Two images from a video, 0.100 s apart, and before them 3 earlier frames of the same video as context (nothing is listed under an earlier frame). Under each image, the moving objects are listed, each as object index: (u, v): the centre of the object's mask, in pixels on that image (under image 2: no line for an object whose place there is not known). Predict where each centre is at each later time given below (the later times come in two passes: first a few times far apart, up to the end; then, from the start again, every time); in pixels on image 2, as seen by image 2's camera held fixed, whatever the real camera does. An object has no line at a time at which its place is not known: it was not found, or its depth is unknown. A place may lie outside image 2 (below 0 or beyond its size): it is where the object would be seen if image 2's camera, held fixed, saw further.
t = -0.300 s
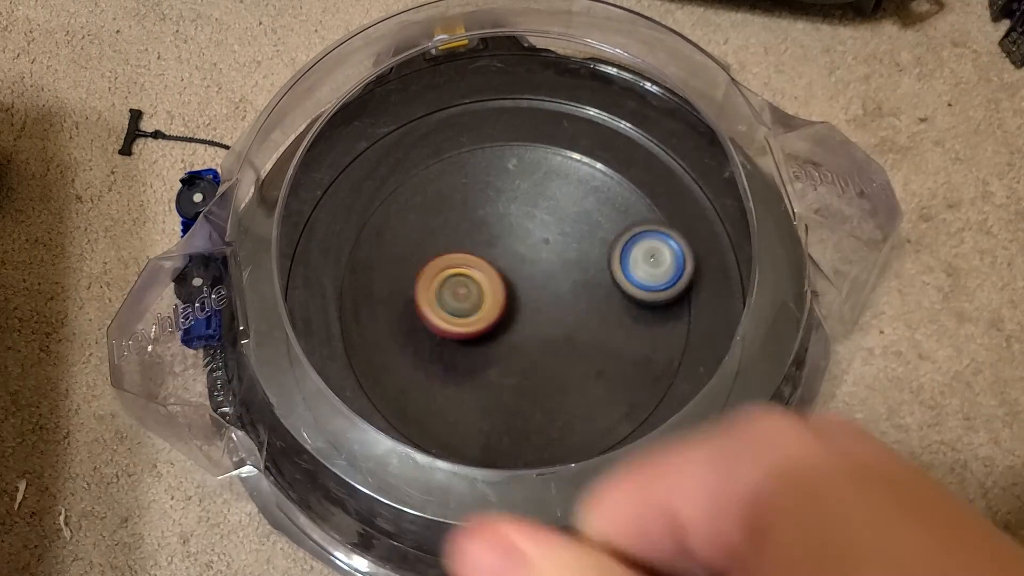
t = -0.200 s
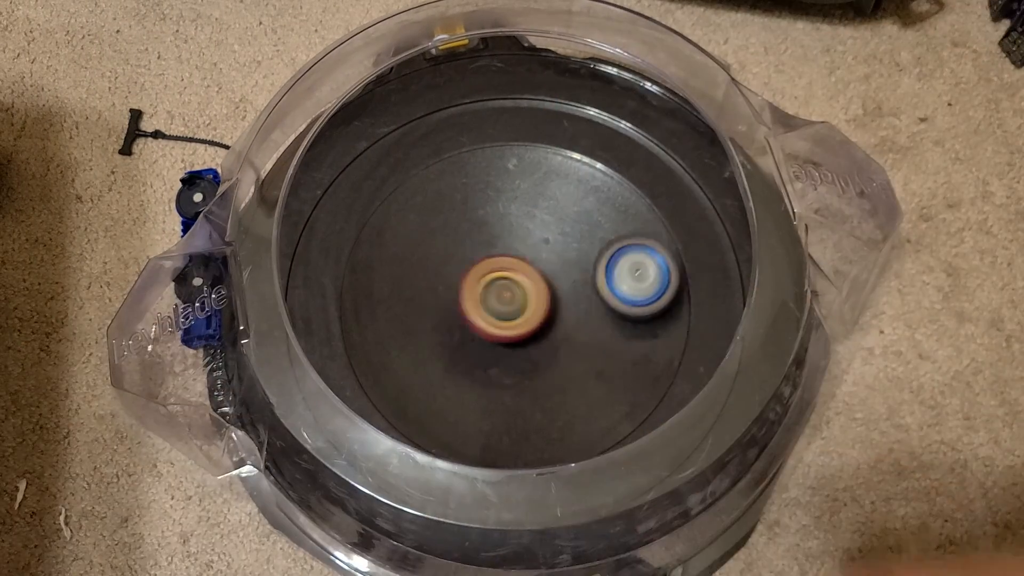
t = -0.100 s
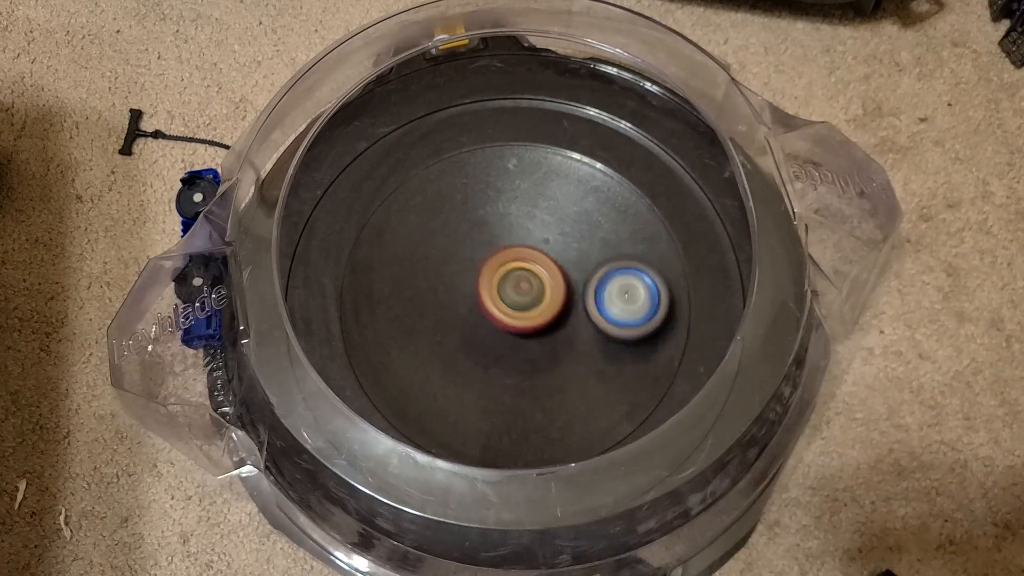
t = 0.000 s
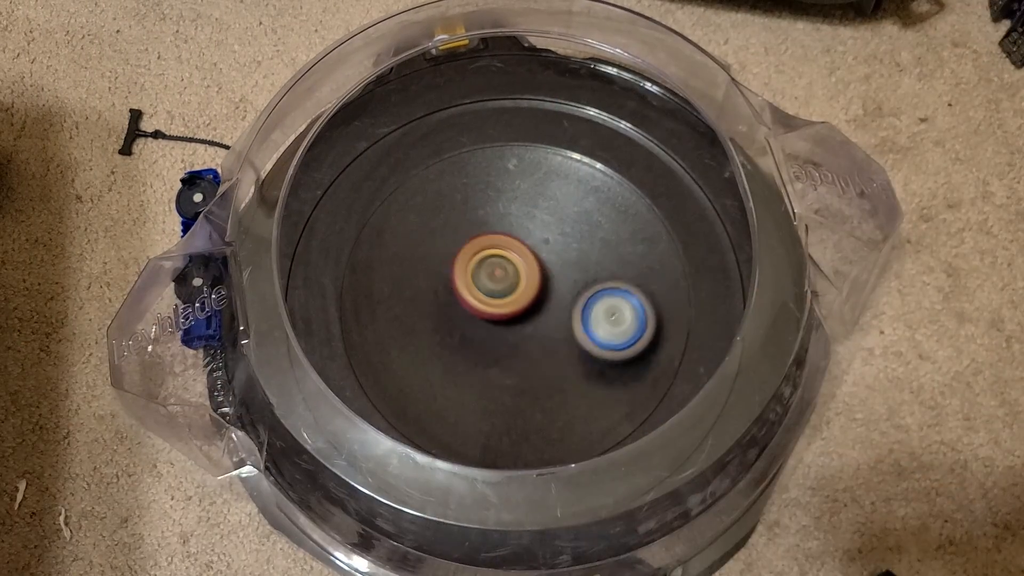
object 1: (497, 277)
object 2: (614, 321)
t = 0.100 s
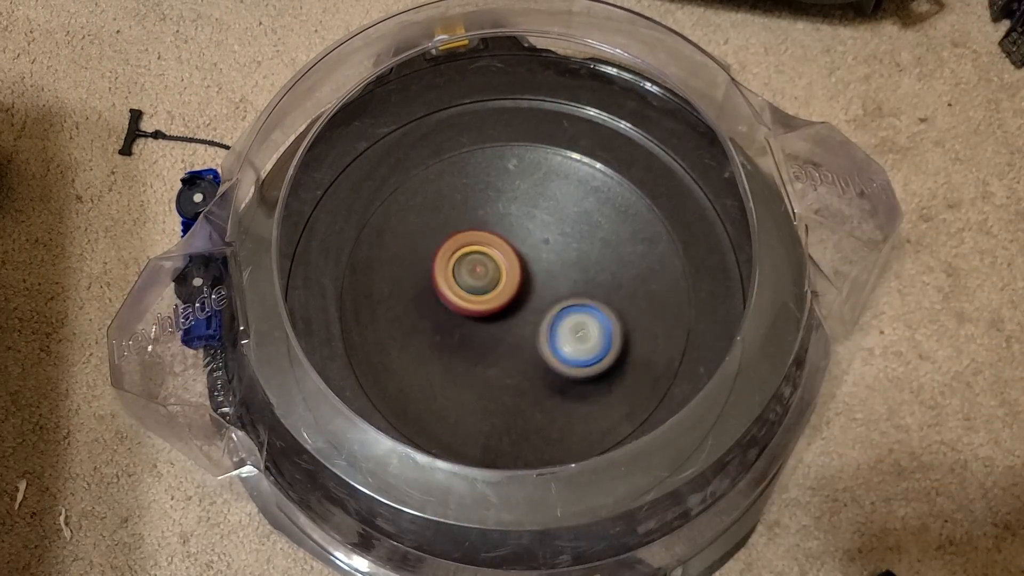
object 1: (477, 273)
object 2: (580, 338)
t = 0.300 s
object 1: (462, 267)
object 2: (509, 356)
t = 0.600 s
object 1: (500, 248)
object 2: (494, 347)
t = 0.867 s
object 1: (552, 242)
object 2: (490, 349)
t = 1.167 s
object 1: (549, 252)
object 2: (486, 325)
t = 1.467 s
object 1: (556, 270)
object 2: (463, 325)
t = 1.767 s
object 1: (576, 267)
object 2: (465, 315)
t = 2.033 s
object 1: (554, 255)
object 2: (488, 318)
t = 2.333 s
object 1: (573, 292)
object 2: (476, 319)
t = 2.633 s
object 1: (570, 262)
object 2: (497, 316)
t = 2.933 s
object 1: (544, 231)
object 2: (500, 343)
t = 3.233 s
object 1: (547, 247)
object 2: (502, 328)
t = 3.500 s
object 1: (570, 271)
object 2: (495, 320)
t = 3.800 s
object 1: (590, 331)
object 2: (469, 290)
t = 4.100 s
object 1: (514, 347)
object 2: (505, 268)
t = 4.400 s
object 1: (476, 332)
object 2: (532, 269)
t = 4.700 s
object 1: (520, 380)
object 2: (560, 262)
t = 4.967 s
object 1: (506, 365)
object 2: (526, 275)
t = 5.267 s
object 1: (434, 312)
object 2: (525, 273)
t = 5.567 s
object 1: (465, 338)
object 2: (531, 284)
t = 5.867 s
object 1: (498, 351)
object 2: (530, 276)
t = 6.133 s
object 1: (444, 321)
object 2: (529, 277)
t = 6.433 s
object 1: (421, 232)
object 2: (533, 298)
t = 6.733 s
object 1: (452, 255)
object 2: (539, 332)
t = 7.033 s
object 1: (505, 266)
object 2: (550, 346)
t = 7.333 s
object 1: (510, 213)
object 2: (532, 334)
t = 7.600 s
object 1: (466, 206)
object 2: (539, 343)
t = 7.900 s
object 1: (538, 236)
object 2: (527, 331)
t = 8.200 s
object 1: (607, 288)
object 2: (516, 318)
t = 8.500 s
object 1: (581, 373)
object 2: (499, 291)
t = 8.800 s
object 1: (497, 352)
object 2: (501, 274)
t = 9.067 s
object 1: (534, 343)
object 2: (498, 234)
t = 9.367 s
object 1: (516, 351)
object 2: (506, 270)
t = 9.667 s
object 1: (462, 362)
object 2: (509, 265)
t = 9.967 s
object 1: (431, 288)
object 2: (531, 279)
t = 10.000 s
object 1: (428, 278)
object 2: (533, 280)
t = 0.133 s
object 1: (473, 275)
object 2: (565, 342)
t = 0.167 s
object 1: (471, 278)
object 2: (550, 344)
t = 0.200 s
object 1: (470, 281)
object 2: (534, 345)
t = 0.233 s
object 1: (465, 275)
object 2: (526, 352)
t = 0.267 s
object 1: (462, 270)
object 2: (517, 356)
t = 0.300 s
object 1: (462, 267)
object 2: (509, 356)
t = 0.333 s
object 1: (464, 267)
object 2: (501, 352)
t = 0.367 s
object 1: (466, 262)
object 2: (497, 353)
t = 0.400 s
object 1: (468, 255)
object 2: (495, 354)
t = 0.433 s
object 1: (472, 250)
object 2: (493, 353)
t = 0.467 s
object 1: (476, 247)
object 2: (493, 351)
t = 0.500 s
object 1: (481, 247)
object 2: (492, 348)
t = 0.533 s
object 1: (486, 248)
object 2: (493, 345)
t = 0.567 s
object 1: (492, 252)
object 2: (493, 341)
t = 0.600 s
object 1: (500, 248)
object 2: (494, 347)
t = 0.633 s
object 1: (508, 242)
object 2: (494, 350)
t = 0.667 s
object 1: (515, 238)
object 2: (495, 351)
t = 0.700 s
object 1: (522, 237)
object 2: (496, 349)
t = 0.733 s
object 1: (527, 239)
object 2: (497, 346)
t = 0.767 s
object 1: (532, 243)
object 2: (498, 342)
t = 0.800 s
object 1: (536, 250)
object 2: (499, 338)
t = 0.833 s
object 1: (543, 250)
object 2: (496, 340)
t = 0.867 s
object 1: (552, 242)
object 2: (490, 349)
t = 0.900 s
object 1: (559, 235)
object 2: (485, 353)
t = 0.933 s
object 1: (563, 232)
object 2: (481, 354)
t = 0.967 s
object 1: (565, 230)
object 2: (480, 351)
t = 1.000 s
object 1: (565, 230)
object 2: (480, 346)
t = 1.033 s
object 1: (563, 233)
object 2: (482, 341)
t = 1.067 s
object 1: (559, 238)
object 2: (485, 335)
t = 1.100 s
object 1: (554, 246)
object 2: (488, 328)
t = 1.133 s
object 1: (548, 253)
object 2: (490, 323)
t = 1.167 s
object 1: (549, 252)
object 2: (486, 325)
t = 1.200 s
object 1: (548, 253)
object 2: (483, 326)
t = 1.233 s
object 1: (547, 256)
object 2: (481, 325)
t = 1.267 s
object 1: (544, 260)
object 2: (480, 324)
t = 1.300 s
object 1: (545, 262)
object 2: (476, 324)
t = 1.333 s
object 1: (544, 266)
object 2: (474, 324)
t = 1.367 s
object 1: (547, 267)
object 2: (470, 325)
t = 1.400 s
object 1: (552, 267)
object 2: (465, 327)
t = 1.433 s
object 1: (555, 268)
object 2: (463, 326)
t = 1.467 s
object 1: (556, 270)
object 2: (463, 325)
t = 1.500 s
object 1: (555, 274)
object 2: (464, 323)
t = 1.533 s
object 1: (554, 279)
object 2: (466, 320)
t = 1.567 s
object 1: (551, 284)
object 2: (468, 318)
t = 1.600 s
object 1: (560, 282)
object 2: (460, 320)
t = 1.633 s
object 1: (569, 280)
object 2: (456, 320)
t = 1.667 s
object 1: (574, 277)
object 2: (454, 320)
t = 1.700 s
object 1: (577, 274)
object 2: (456, 319)
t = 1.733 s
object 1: (578, 270)
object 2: (460, 317)
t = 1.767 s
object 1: (576, 267)
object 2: (465, 315)
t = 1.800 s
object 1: (572, 264)
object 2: (472, 312)
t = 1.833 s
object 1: (566, 264)
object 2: (479, 310)
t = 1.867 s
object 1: (560, 263)
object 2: (484, 309)
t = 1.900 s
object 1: (561, 257)
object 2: (482, 312)
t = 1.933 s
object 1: (562, 254)
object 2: (482, 314)
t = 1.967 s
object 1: (561, 253)
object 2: (484, 316)
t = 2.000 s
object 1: (558, 253)
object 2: (486, 317)
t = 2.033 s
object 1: (554, 255)
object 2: (488, 318)
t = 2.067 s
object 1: (552, 257)
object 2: (489, 319)
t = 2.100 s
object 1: (551, 258)
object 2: (488, 322)
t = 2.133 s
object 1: (550, 261)
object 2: (488, 324)
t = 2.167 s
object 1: (552, 266)
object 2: (484, 324)
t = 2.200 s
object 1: (556, 272)
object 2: (480, 324)
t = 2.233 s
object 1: (559, 279)
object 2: (479, 323)
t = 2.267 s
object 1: (561, 286)
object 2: (479, 321)
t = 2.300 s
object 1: (567, 290)
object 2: (476, 320)
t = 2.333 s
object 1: (573, 292)
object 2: (476, 319)
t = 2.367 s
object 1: (575, 293)
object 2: (478, 317)
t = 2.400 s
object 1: (576, 294)
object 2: (481, 317)
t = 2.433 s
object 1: (574, 294)
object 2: (486, 314)
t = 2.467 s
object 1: (577, 290)
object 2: (484, 315)
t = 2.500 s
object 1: (580, 285)
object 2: (483, 316)
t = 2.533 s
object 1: (581, 278)
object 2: (484, 316)
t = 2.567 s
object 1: (580, 272)
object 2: (488, 315)
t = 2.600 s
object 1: (576, 267)
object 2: (492, 316)
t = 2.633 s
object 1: (570, 262)
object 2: (497, 316)
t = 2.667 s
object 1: (566, 257)
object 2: (499, 319)
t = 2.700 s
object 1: (564, 251)
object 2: (499, 322)
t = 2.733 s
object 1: (561, 247)
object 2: (500, 325)
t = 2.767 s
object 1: (556, 245)
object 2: (502, 327)
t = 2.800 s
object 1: (551, 244)
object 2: (504, 327)
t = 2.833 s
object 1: (545, 246)
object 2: (506, 328)
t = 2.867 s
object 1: (542, 246)
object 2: (506, 330)
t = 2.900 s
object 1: (543, 237)
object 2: (503, 338)
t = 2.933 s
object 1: (544, 231)
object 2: (500, 343)
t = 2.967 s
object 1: (544, 228)
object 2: (500, 346)
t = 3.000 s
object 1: (544, 226)
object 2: (500, 344)
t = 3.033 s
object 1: (544, 227)
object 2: (501, 342)
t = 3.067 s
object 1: (544, 230)
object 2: (502, 339)
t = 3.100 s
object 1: (543, 234)
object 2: (503, 334)
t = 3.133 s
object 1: (541, 240)
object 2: (505, 330)
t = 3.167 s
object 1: (541, 245)
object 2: (505, 327)
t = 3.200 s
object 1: (544, 246)
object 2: (503, 327)
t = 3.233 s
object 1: (547, 247)
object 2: (502, 328)
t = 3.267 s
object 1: (549, 250)
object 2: (502, 328)
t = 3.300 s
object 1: (556, 248)
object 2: (496, 331)
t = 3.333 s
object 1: (563, 245)
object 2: (490, 333)
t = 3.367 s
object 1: (566, 240)
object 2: (488, 332)
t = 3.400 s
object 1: (568, 238)
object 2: (488, 331)
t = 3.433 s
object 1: (570, 243)
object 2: (490, 327)
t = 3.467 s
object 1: (570, 255)
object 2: (493, 323)
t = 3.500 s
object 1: (570, 271)
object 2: (495, 320)
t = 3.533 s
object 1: (577, 271)
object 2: (489, 320)
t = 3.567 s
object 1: (583, 273)
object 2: (485, 319)
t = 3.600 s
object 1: (587, 281)
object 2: (484, 317)
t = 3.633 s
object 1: (589, 293)
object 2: (485, 313)
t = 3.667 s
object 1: (585, 296)
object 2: (487, 309)
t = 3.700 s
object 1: (581, 305)
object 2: (490, 305)
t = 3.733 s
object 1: (578, 315)
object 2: (489, 300)
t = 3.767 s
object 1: (585, 322)
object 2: (477, 295)
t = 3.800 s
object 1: (590, 331)
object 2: (469, 290)
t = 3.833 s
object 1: (591, 337)
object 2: (465, 285)
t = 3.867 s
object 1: (589, 343)
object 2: (466, 282)
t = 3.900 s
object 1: (585, 349)
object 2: (469, 279)
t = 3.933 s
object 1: (578, 352)
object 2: (474, 276)
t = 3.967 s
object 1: (569, 354)
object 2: (480, 274)
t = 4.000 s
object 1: (557, 355)
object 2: (487, 272)
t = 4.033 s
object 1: (544, 354)
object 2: (493, 270)
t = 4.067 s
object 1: (529, 350)
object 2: (499, 270)
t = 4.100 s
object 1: (514, 347)
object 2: (505, 268)
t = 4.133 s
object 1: (498, 351)
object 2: (510, 263)
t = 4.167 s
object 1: (484, 353)
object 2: (515, 259)
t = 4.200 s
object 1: (473, 353)
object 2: (518, 258)
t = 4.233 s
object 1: (465, 352)
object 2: (521, 259)
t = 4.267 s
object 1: (460, 350)
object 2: (524, 260)
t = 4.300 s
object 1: (459, 346)
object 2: (526, 263)
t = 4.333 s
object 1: (462, 342)
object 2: (528, 265)
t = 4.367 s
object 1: (468, 337)
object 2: (530, 268)
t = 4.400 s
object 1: (476, 332)
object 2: (532, 269)
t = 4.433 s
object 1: (476, 344)
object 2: (543, 255)
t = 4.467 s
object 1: (476, 356)
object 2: (552, 245)
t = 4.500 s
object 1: (480, 365)
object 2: (558, 238)
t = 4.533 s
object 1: (485, 373)
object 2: (562, 236)
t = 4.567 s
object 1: (491, 378)
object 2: (564, 238)
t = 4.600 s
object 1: (498, 382)
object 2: (565, 242)
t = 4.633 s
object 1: (506, 383)
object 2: (564, 247)
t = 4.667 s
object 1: (513, 382)
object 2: (563, 254)
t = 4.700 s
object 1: (520, 380)
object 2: (560, 262)
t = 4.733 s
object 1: (525, 375)
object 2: (556, 269)
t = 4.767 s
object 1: (529, 368)
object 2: (551, 277)
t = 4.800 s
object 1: (531, 360)
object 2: (546, 283)
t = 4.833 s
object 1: (529, 363)
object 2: (541, 281)
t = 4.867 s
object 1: (526, 367)
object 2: (537, 278)
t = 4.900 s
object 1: (520, 369)
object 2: (533, 275)
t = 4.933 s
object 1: (514, 368)
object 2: (529, 274)
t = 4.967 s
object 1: (506, 365)
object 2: (526, 275)
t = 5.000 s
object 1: (498, 361)
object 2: (524, 276)
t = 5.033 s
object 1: (490, 354)
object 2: (521, 276)
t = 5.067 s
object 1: (481, 347)
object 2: (521, 276)
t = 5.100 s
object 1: (471, 342)
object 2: (521, 274)
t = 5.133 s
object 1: (462, 335)
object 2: (520, 273)
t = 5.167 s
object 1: (454, 328)
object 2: (520, 273)
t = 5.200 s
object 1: (448, 319)
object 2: (520, 275)
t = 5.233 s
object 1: (445, 312)
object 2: (519, 277)
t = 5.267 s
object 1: (434, 312)
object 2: (525, 273)
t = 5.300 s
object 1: (425, 315)
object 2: (533, 268)
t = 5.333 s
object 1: (418, 318)
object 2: (538, 266)
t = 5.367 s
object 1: (415, 321)
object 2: (541, 266)
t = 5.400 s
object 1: (416, 325)
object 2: (541, 267)
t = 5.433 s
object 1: (420, 329)
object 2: (539, 270)
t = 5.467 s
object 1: (427, 333)
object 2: (538, 273)
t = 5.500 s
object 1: (437, 336)
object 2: (535, 278)
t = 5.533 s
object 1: (450, 338)
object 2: (533, 280)
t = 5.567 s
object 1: (465, 338)
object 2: (531, 284)
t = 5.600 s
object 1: (476, 342)
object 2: (533, 280)
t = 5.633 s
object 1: (482, 347)
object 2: (535, 278)
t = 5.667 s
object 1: (488, 350)
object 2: (536, 277)
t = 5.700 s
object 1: (494, 350)
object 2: (535, 278)
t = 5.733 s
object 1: (499, 349)
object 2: (534, 277)
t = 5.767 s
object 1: (501, 352)
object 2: (534, 276)
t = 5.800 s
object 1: (501, 354)
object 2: (534, 274)
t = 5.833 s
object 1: (500, 353)
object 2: (532, 275)
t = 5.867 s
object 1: (498, 351)
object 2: (530, 276)
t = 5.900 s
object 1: (493, 354)
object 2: (531, 272)
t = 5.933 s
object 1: (487, 354)
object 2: (530, 271)
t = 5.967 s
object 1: (480, 351)
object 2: (529, 273)
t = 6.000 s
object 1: (474, 345)
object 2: (528, 275)
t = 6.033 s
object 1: (469, 338)
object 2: (527, 277)
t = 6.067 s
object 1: (460, 333)
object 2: (528, 275)
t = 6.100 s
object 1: (451, 328)
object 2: (529, 275)
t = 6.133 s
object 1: (444, 321)
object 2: (529, 277)
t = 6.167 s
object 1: (438, 313)
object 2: (528, 278)
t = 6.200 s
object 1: (434, 304)
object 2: (527, 280)
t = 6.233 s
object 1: (431, 294)
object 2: (526, 282)
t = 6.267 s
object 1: (431, 283)
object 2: (524, 284)
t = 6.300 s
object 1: (433, 272)
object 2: (523, 287)
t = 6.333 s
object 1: (429, 261)
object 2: (528, 290)
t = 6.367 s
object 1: (425, 249)
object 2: (532, 293)
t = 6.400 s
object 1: (423, 240)
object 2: (534, 296)
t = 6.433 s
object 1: (421, 232)
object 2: (533, 298)
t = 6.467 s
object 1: (422, 227)
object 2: (531, 301)
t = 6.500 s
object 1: (424, 224)
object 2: (529, 304)
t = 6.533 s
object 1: (427, 224)
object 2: (527, 306)
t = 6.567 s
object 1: (431, 226)
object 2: (525, 309)
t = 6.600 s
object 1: (436, 232)
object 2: (524, 311)
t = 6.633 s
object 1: (443, 239)
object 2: (522, 313)
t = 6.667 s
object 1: (450, 249)
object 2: (519, 315)
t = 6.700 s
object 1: (457, 257)
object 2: (521, 318)
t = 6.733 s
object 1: (452, 255)
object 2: (539, 332)
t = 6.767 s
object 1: (449, 254)
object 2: (553, 343)
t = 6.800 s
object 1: (447, 255)
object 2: (562, 350)
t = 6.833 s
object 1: (449, 255)
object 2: (567, 354)
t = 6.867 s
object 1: (453, 256)
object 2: (567, 356)
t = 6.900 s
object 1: (460, 257)
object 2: (566, 357)
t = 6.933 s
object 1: (469, 259)
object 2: (562, 357)
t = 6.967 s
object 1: (480, 262)
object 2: (559, 354)
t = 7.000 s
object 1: (492, 264)
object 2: (555, 351)
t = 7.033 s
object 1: (505, 266)
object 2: (550, 346)
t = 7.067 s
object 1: (512, 257)
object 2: (552, 350)
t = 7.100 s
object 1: (517, 244)
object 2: (551, 354)
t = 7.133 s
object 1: (520, 232)
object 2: (550, 356)
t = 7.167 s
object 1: (522, 223)
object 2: (546, 356)
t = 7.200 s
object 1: (522, 216)
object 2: (543, 354)
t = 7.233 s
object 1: (521, 212)
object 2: (540, 351)
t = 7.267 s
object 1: (518, 210)
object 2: (537, 346)
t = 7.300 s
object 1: (515, 211)
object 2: (535, 341)
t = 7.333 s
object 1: (510, 213)
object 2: (532, 334)
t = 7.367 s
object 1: (505, 218)
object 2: (529, 328)
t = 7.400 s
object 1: (500, 225)
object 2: (527, 322)
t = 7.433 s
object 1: (497, 233)
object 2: (525, 316)
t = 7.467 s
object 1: (489, 231)
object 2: (529, 323)
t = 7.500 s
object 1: (480, 222)
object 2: (534, 332)
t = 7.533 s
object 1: (473, 215)
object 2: (539, 339)
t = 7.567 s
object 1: (468, 210)
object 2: (540, 342)
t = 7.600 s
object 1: (466, 206)
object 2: (539, 343)
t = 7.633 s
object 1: (467, 203)
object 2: (539, 343)
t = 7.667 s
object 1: (470, 203)
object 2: (538, 343)
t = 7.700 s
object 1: (475, 204)
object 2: (537, 341)
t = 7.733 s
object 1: (482, 207)
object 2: (535, 339)
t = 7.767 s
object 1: (491, 212)
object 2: (534, 336)
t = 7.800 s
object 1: (502, 219)
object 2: (532, 333)
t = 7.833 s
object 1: (514, 228)
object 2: (530, 329)
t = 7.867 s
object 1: (527, 238)
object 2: (529, 325)
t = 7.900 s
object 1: (538, 236)
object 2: (527, 331)
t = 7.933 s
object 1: (550, 236)
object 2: (525, 334)
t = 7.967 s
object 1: (561, 238)
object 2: (525, 334)
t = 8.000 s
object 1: (571, 242)
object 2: (523, 333)
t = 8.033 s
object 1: (581, 246)
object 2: (522, 331)
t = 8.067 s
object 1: (588, 253)
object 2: (522, 329)
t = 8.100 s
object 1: (594, 262)
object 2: (521, 325)
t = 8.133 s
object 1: (598, 271)
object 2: (520, 322)
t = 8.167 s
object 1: (602, 279)
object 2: (518, 319)
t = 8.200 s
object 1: (607, 288)
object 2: (516, 318)
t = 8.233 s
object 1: (608, 297)
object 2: (513, 316)
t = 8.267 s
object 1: (607, 306)
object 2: (513, 313)
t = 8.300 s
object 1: (605, 317)
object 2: (514, 310)
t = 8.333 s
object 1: (600, 327)
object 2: (513, 306)
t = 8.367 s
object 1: (600, 336)
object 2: (508, 303)
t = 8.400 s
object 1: (599, 346)
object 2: (503, 300)
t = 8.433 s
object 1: (595, 357)
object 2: (501, 297)
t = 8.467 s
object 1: (590, 366)
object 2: (500, 294)
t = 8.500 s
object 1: (581, 373)
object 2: (499, 291)
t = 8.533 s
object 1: (572, 380)
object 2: (500, 289)
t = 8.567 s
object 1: (561, 385)
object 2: (500, 286)
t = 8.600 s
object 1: (551, 388)
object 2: (500, 285)
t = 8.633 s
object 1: (539, 388)
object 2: (500, 283)
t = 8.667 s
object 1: (528, 386)
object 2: (500, 281)
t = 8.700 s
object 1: (518, 381)
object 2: (501, 279)
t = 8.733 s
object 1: (510, 374)
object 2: (500, 278)
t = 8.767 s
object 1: (502, 363)
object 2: (500, 277)
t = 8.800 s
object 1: (497, 352)
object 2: (501, 274)
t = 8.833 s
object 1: (496, 349)
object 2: (500, 266)
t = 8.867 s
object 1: (497, 345)
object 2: (499, 258)
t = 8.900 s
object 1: (501, 339)
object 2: (499, 254)
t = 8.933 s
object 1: (505, 331)
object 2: (500, 252)
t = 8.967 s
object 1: (514, 334)
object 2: (498, 246)
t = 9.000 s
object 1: (521, 337)
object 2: (497, 237)
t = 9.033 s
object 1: (528, 340)
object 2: (497, 235)
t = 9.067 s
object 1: (534, 343)
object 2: (498, 234)
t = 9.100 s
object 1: (538, 345)
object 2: (499, 237)
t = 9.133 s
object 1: (541, 346)
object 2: (500, 241)
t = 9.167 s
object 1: (541, 347)
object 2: (502, 245)
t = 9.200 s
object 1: (540, 347)
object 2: (503, 251)
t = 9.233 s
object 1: (536, 345)
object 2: (505, 258)
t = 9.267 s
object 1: (531, 343)
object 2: (506, 265)
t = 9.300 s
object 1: (524, 342)
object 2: (507, 269)
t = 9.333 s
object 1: (521, 348)
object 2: (506, 269)
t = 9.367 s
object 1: (516, 351)
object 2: (506, 270)
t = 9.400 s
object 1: (509, 353)
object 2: (506, 272)
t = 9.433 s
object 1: (504, 354)
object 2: (505, 275)
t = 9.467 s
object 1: (500, 358)
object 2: (504, 275)
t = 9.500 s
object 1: (495, 359)
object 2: (503, 276)
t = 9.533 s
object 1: (489, 359)
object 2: (502, 278)
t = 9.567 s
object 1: (483, 356)
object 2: (502, 280)
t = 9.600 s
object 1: (477, 353)
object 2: (502, 281)
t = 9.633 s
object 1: (469, 359)
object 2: (505, 273)
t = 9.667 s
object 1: (462, 362)
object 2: (509, 265)
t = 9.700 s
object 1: (455, 362)
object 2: (512, 261)
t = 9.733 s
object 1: (449, 357)
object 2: (514, 261)
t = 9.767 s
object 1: (445, 351)
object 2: (515, 263)
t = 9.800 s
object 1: (443, 343)
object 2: (516, 266)
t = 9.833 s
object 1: (440, 332)
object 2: (517, 271)
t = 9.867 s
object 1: (439, 320)
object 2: (518, 275)
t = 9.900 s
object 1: (440, 307)
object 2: (519, 278)
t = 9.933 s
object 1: (435, 298)
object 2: (525, 279)
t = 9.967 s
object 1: (431, 288)
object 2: (531, 279)
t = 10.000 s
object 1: (428, 278)
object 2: (533, 280)
